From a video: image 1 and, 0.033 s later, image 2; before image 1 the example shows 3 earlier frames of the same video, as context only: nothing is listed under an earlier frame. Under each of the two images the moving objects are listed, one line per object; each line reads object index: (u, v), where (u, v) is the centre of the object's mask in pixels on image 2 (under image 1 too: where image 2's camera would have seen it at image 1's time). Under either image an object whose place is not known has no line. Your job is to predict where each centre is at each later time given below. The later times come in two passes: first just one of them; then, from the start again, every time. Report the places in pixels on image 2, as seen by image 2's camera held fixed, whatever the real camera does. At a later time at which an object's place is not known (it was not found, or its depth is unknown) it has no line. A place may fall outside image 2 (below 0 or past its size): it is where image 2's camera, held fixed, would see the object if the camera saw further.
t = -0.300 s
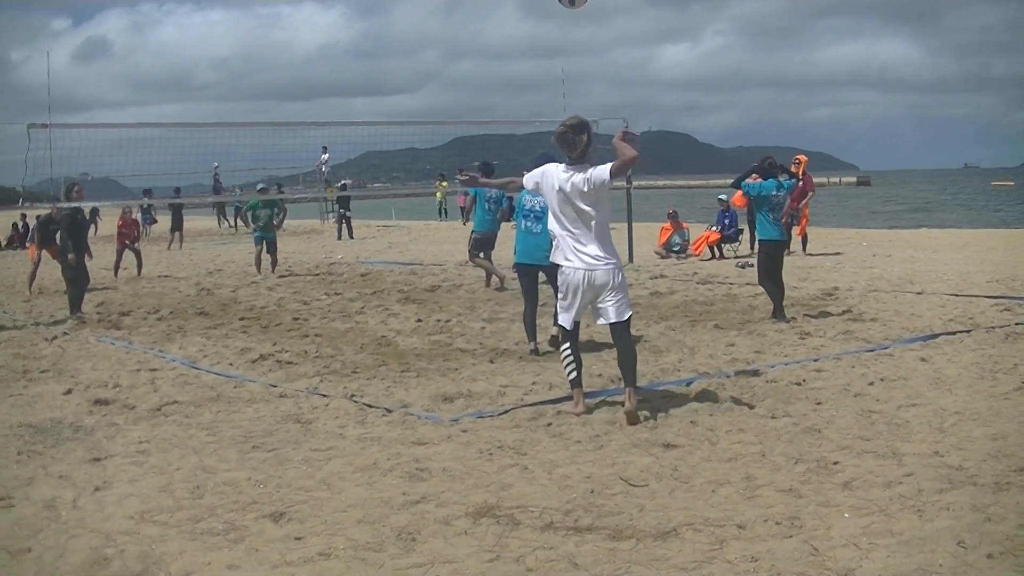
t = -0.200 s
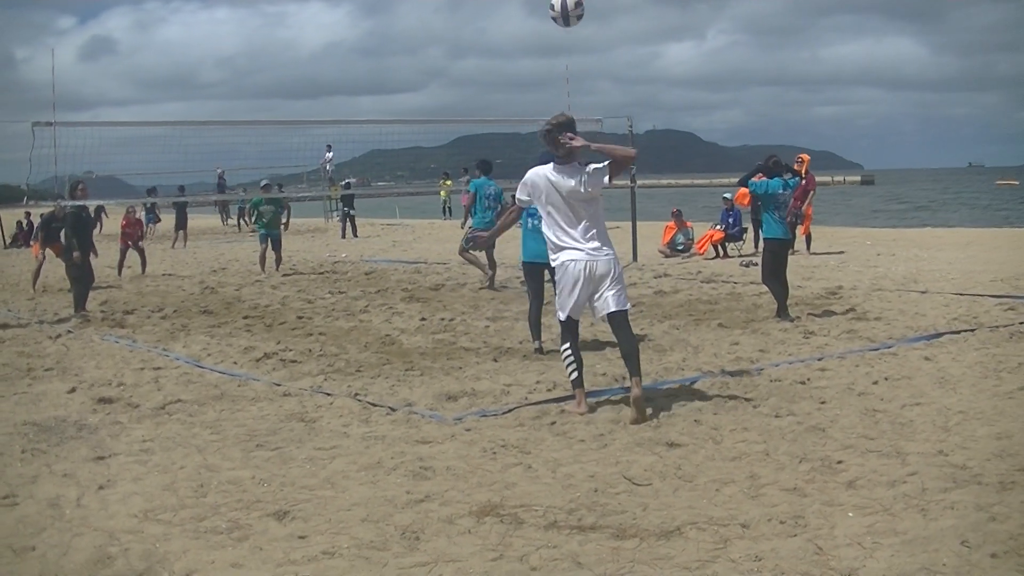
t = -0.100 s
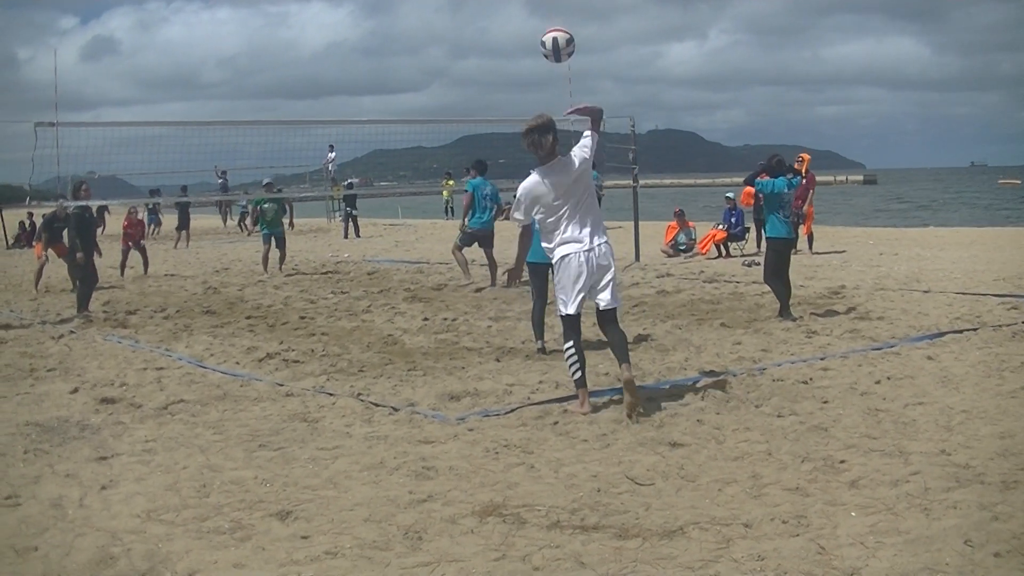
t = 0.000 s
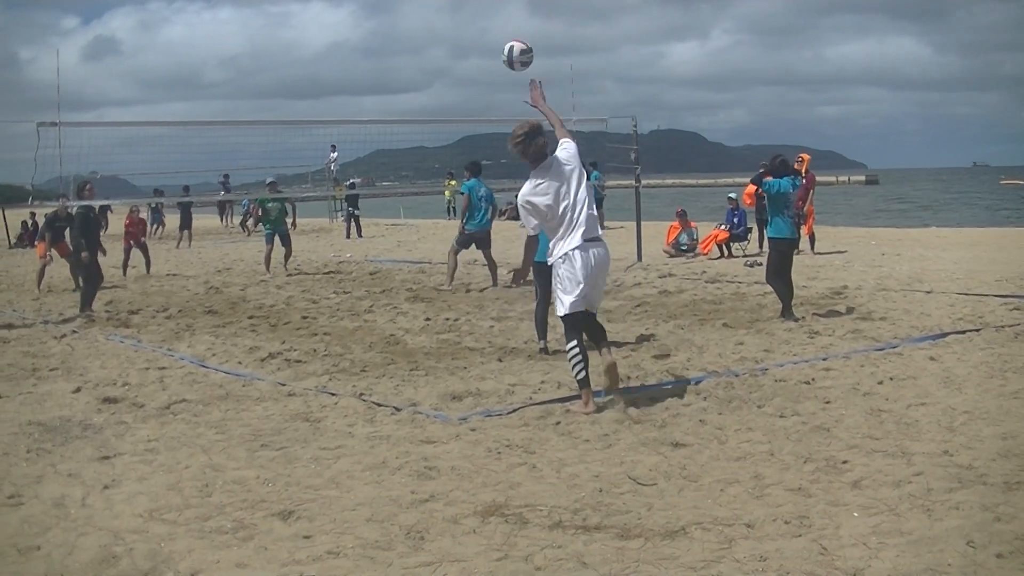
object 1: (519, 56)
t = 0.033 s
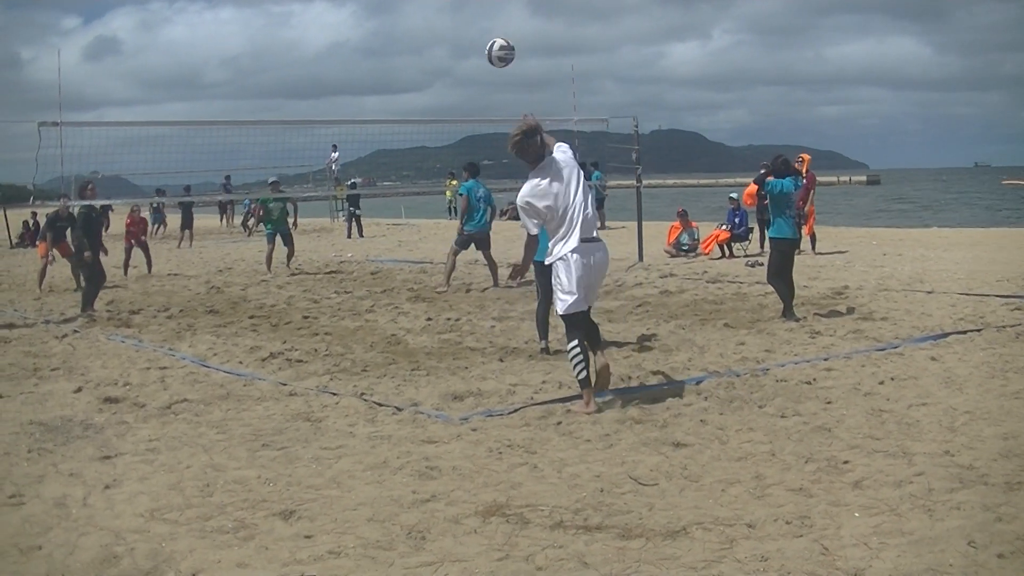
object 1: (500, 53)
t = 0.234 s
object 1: (425, 61)
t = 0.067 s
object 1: (483, 51)
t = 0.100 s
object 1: (468, 51)
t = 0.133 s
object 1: (455, 53)
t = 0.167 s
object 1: (444, 54)
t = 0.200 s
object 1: (433, 57)
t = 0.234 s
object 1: (425, 61)
